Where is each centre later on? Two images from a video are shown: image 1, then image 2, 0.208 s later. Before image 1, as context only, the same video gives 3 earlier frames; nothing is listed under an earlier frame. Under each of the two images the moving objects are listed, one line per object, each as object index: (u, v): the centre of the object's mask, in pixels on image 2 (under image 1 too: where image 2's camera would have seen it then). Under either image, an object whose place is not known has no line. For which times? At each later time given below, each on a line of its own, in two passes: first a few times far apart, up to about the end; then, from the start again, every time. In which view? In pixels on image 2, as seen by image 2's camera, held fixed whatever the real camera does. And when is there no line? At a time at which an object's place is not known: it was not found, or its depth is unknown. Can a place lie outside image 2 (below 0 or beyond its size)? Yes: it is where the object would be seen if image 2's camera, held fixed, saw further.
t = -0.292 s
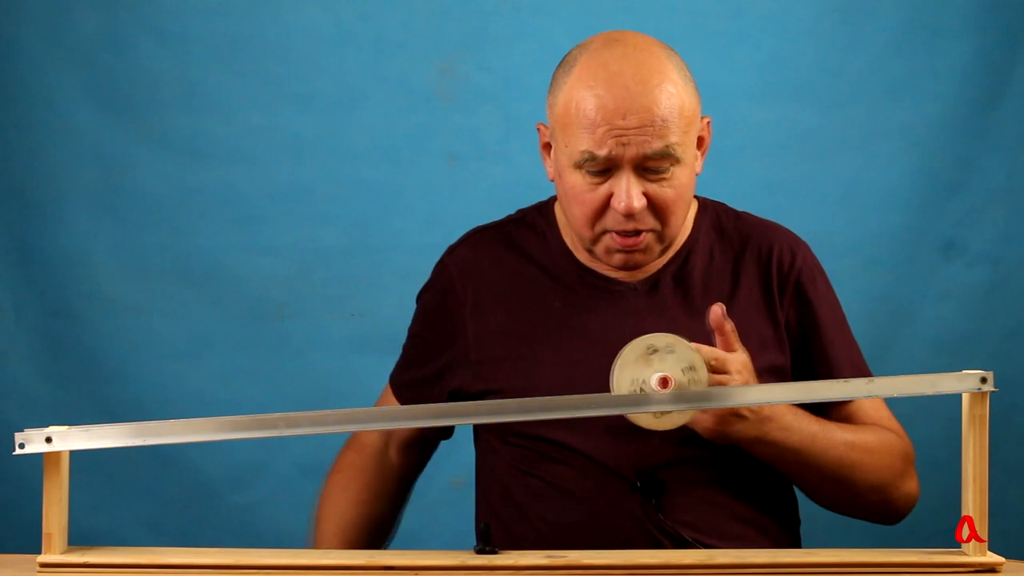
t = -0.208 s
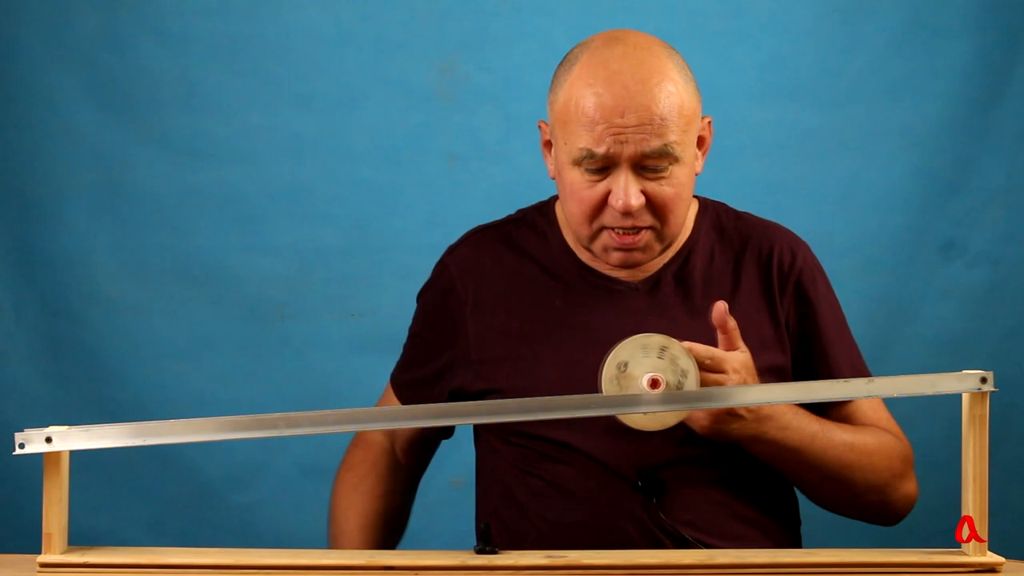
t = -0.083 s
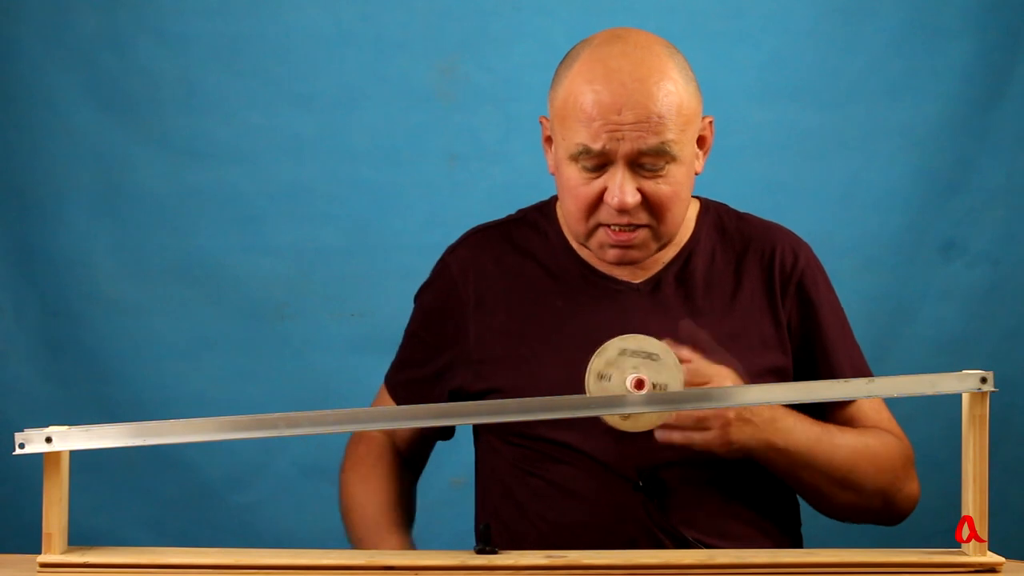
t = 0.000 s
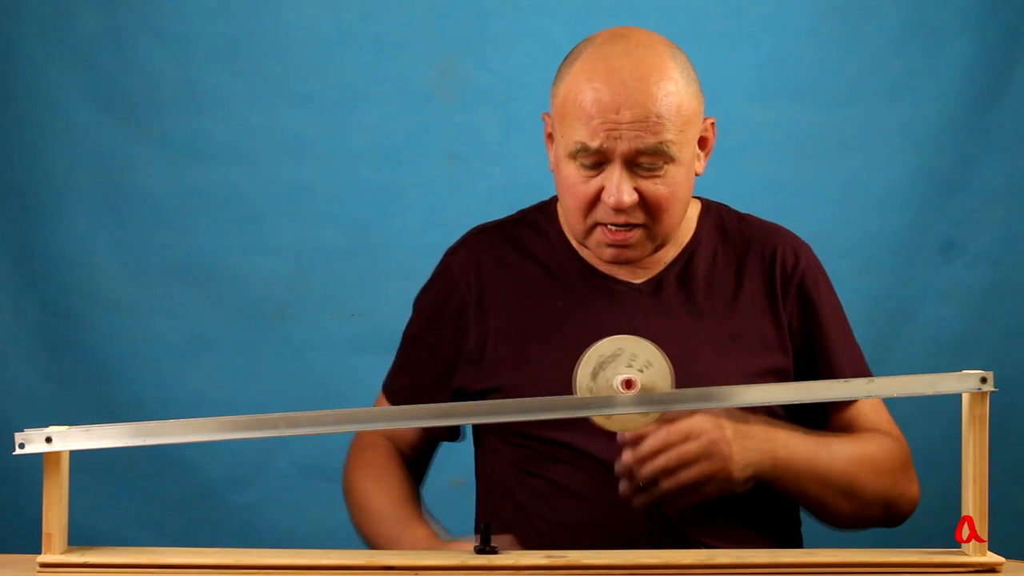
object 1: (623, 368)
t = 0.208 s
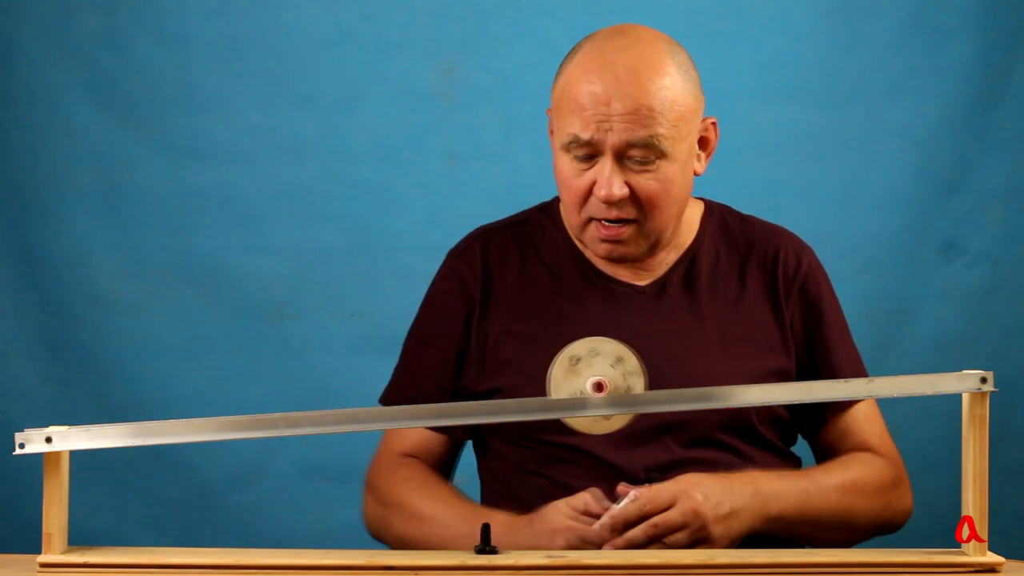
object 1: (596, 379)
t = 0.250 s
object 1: (590, 380)
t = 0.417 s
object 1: (566, 381)
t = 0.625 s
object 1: (535, 383)
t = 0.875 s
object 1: (496, 385)
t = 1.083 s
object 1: (460, 387)
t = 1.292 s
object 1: (423, 391)
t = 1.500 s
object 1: (384, 383)
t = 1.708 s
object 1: (344, 385)
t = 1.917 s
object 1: (302, 388)
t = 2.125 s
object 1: (258, 391)
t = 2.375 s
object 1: (205, 394)
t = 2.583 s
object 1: (157, 397)
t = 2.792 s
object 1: (113, 399)
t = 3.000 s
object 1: (114, 400)
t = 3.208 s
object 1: (114, 400)
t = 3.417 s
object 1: (114, 400)
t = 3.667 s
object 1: (114, 400)
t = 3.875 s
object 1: (114, 400)
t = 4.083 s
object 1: (114, 400)
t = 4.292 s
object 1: (114, 400)
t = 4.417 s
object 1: (114, 400)
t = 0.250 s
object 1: (590, 380)
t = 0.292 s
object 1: (584, 380)
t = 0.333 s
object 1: (578, 380)
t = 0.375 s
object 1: (572, 380)
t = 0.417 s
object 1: (566, 381)
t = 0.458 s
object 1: (559, 372)
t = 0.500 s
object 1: (554, 382)
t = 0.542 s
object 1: (548, 382)
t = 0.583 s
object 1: (541, 383)
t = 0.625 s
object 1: (535, 383)
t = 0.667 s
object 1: (528, 383)
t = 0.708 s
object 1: (522, 384)
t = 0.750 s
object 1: (515, 384)
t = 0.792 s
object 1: (508, 384)
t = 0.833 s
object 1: (502, 385)
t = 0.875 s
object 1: (496, 385)
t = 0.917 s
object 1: (489, 386)
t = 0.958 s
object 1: (481, 386)
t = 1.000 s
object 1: (474, 387)
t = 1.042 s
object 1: (468, 387)
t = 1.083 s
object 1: (460, 387)
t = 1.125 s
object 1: (453, 378)
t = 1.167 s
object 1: (445, 379)
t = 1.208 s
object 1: (438, 380)
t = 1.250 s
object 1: (431, 380)
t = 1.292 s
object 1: (423, 391)
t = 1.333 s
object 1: (416, 390)
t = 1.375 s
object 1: (408, 381)
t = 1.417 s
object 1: (400, 382)
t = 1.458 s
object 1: (393, 382)
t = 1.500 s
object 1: (384, 383)
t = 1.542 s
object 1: (377, 383)
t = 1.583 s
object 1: (368, 384)
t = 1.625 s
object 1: (360, 384)
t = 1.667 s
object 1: (353, 385)
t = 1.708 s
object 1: (344, 385)
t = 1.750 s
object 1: (336, 386)
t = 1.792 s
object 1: (328, 386)
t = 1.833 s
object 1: (319, 387)
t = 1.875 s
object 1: (310, 387)
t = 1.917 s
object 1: (302, 388)
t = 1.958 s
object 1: (294, 389)
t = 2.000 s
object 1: (285, 389)
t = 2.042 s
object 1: (276, 389)
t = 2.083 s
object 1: (268, 390)
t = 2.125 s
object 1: (258, 391)
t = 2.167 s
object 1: (250, 391)
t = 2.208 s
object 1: (241, 392)
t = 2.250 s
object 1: (232, 392)
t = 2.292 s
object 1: (222, 393)
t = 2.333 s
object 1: (214, 393)
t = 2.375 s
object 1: (205, 394)
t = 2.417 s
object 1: (195, 394)
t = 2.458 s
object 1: (184, 395)
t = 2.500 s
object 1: (176, 395)
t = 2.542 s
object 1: (168, 396)
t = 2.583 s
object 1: (157, 397)
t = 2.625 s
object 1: (145, 397)
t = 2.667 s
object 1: (137, 398)
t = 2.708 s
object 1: (128, 398)
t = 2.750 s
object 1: (117, 399)
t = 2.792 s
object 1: (113, 399)
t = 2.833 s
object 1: (114, 399)
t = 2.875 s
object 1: (114, 400)
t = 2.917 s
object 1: (114, 400)
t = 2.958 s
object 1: (114, 400)
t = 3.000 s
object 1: (114, 400)
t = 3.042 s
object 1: (114, 400)
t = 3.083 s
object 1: (114, 400)
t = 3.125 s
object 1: (114, 400)
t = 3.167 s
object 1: (114, 400)
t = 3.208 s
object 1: (114, 400)
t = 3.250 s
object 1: (114, 400)
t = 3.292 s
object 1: (114, 400)
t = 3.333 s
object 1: (114, 400)
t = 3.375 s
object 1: (114, 400)
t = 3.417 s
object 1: (114, 400)
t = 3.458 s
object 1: (114, 400)
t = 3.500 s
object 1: (114, 400)
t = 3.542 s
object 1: (114, 400)
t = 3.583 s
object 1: (114, 400)
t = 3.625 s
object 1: (114, 400)
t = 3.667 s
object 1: (114, 400)
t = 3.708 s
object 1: (114, 400)
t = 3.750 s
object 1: (114, 400)
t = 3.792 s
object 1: (114, 400)
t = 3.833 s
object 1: (114, 400)
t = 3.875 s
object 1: (114, 400)
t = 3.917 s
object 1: (114, 400)
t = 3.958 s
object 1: (114, 400)
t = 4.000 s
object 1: (114, 400)
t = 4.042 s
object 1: (114, 400)
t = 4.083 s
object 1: (114, 400)
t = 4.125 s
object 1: (114, 400)
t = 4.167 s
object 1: (114, 400)
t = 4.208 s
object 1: (114, 400)
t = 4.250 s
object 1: (114, 400)
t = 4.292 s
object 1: (114, 400)
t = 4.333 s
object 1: (114, 400)
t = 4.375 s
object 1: (114, 400)
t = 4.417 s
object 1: (114, 400)
